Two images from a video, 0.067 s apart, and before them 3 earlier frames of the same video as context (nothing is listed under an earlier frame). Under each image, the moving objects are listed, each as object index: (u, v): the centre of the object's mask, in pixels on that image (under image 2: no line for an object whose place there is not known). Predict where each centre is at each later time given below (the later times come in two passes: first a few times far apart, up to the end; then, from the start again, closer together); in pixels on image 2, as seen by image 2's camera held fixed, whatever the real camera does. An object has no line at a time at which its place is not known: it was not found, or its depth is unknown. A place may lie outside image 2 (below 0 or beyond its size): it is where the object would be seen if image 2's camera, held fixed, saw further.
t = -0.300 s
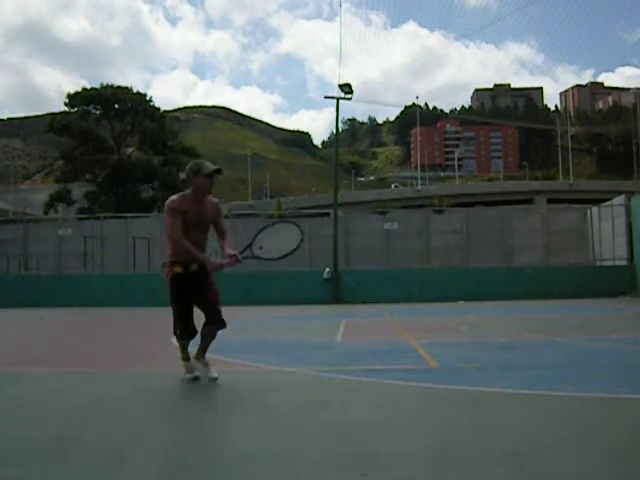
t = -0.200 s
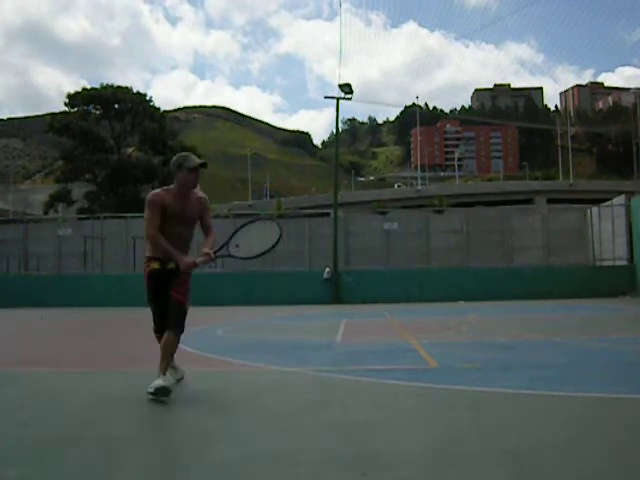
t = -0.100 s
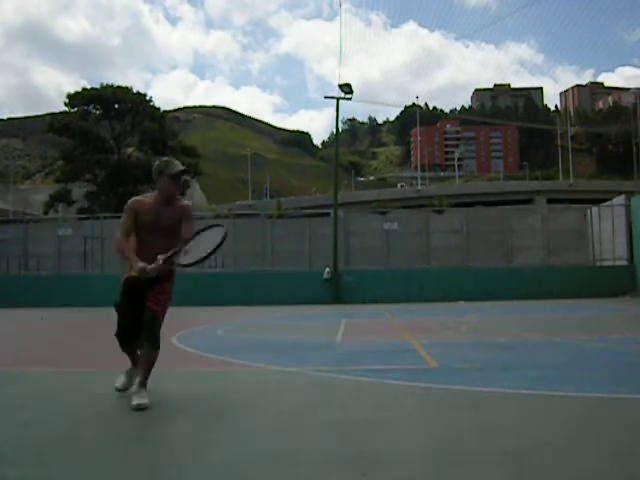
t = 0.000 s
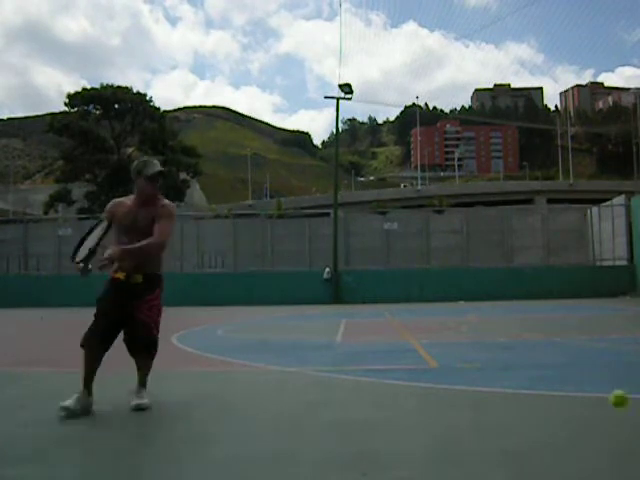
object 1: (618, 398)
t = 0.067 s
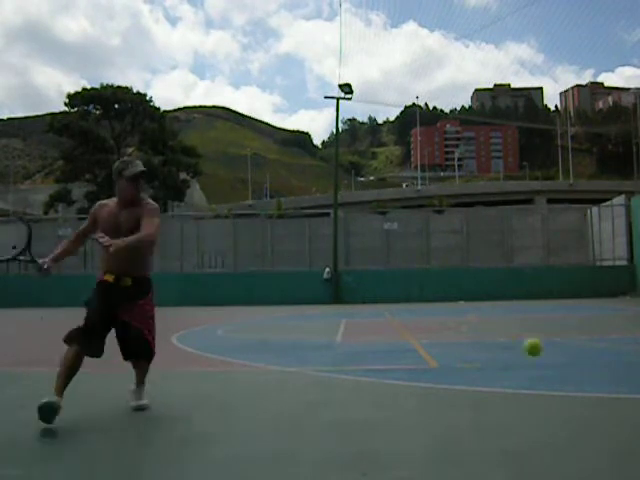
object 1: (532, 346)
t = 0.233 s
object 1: (307, 264)
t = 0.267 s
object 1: (261, 259)
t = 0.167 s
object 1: (398, 290)
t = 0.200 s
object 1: (352, 276)
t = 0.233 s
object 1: (307, 264)
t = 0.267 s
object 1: (261, 259)
